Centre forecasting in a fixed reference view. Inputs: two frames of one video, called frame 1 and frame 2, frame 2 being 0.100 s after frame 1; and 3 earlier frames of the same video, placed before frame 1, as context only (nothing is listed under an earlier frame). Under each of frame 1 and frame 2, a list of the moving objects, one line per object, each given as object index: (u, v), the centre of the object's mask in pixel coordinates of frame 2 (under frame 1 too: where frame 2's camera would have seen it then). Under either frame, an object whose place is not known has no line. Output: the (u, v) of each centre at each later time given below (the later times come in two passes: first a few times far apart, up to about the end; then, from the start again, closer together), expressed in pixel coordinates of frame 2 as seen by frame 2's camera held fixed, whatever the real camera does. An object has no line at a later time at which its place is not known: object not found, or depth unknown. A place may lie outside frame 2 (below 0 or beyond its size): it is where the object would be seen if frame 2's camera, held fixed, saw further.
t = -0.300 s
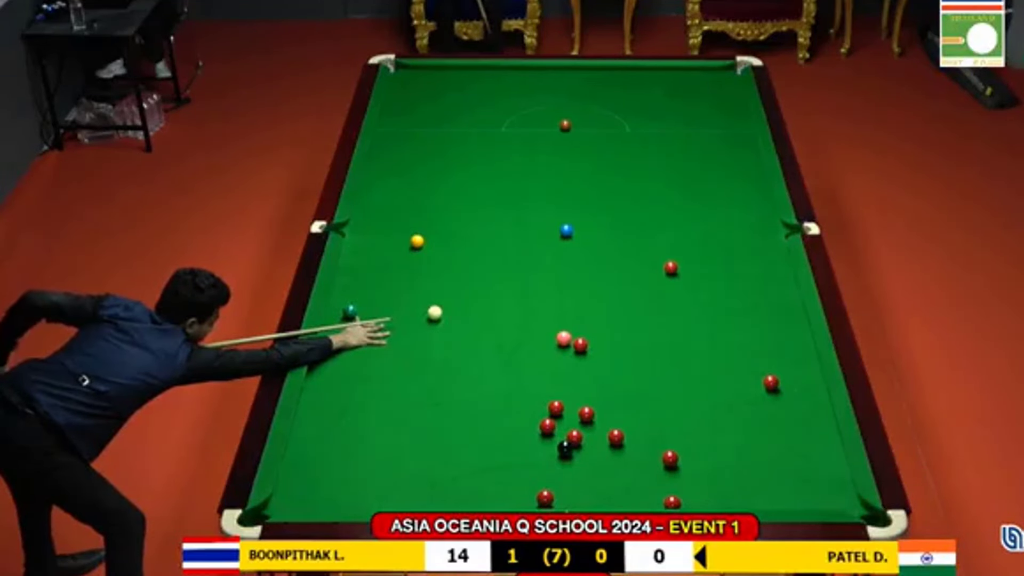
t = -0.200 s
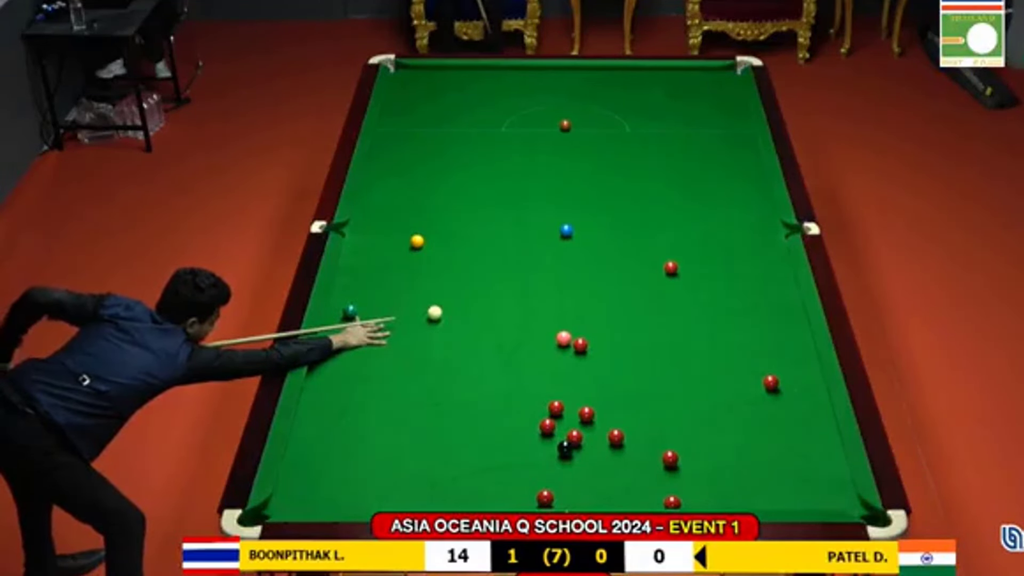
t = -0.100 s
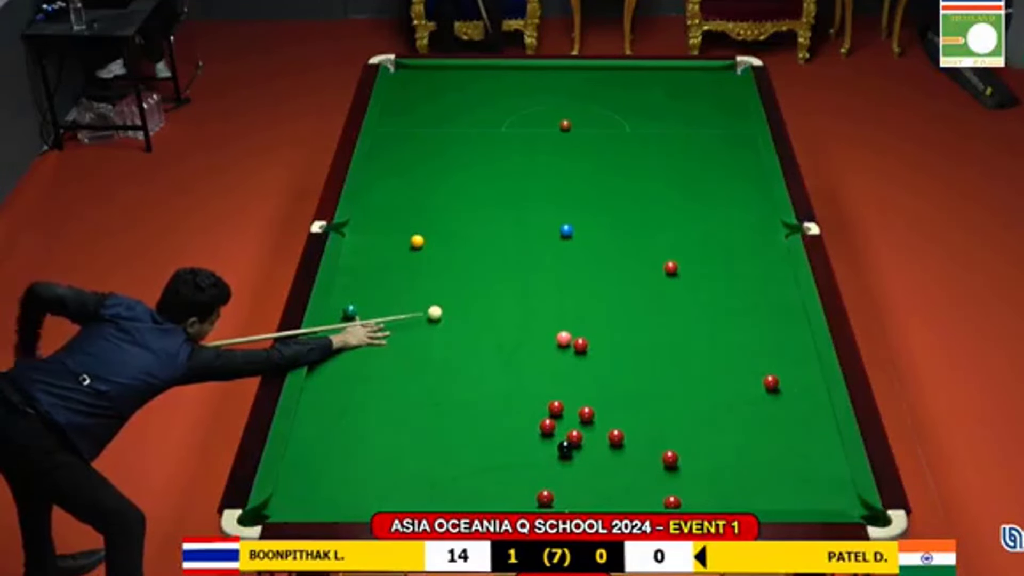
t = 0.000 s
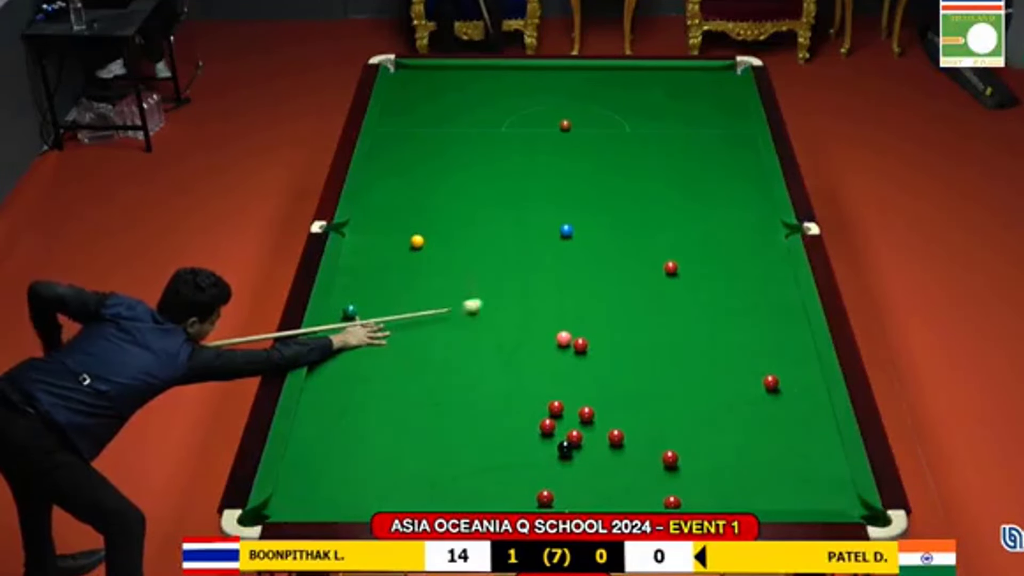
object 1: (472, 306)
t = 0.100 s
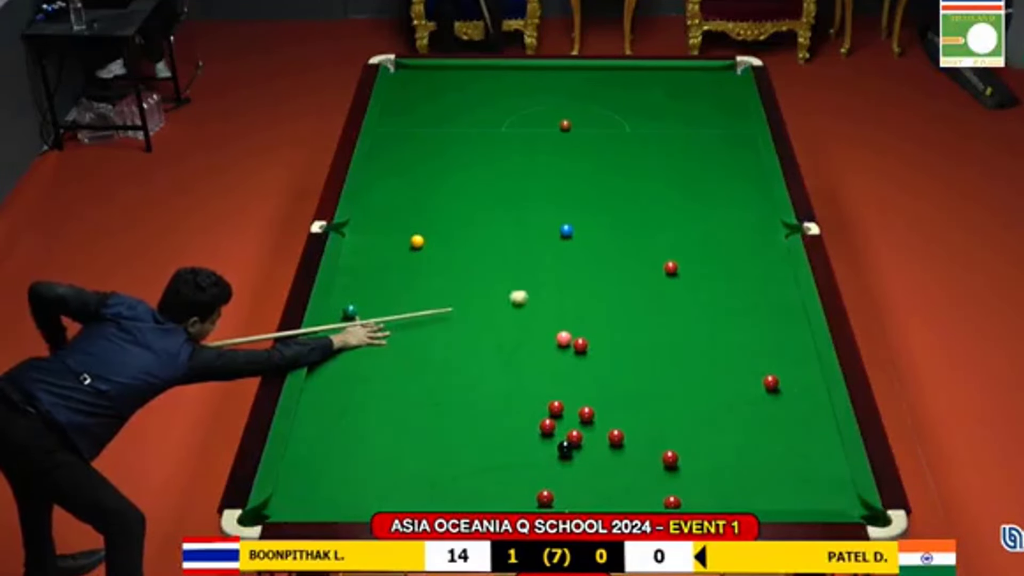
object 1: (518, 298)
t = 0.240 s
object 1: (575, 287)
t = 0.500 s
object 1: (662, 273)
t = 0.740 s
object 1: (688, 276)
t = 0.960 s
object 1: (716, 278)
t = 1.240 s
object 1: (750, 280)
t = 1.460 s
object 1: (775, 281)
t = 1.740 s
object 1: (782, 282)
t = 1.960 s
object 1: (768, 283)
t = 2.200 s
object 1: (754, 284)
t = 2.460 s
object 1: (740, 285)
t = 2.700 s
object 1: (729, 285)
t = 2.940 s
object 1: (719, 286)
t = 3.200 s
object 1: (709, 286)
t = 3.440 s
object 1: (702, 287)
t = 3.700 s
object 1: (695, 287)
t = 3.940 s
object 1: (690, 287)
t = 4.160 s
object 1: (687, 287)
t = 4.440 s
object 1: (684, 287)
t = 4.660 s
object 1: (683, 287)
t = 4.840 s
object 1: (683, 287)
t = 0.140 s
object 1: (535, 294)
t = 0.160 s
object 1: (543, 293)
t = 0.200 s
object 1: (559, 290)
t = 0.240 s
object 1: (575, 287)
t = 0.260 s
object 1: (583, 286)
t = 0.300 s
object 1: (598, 283)
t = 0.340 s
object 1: (613, 280)
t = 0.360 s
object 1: (621, 279)
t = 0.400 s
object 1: (636, 276)
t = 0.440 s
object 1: (651, 273)
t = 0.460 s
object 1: (657, 272)
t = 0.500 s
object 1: (662, 273)
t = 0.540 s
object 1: (665, 274)
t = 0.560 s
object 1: (667, 274)
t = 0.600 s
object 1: (671, 275)
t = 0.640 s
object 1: (675, 276)
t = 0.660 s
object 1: (678, 276)
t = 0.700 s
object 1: (683, 276)
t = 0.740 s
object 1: (688, 276)
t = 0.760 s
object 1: (691, 277)
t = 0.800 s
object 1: (696, 277)
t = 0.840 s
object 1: (701, 277)
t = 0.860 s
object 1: (703, 277)
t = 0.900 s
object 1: (708, 278)
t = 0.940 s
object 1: (713, 278)
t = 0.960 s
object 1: (716, 278)
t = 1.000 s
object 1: (721, 278)
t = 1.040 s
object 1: (726, 278)
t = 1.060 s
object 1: (728, 279)
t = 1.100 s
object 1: (733, 279)
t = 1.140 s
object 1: (738, 279)
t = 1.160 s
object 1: (740, 279)
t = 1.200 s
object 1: (745, 280)
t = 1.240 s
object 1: (750, 280)
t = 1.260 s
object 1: (752, 280)
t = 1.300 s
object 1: (756, 280)
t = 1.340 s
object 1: (761, 280)
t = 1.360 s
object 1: (763, 281)
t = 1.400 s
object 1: (768, 281)
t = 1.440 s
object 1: (772, 281)
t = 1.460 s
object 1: (775, 281)
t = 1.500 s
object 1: (779, 281)
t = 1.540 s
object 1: (784, 281)
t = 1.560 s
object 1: (786, 282)
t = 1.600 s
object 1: (790, 282)
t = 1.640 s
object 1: (788, 282)
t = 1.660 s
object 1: (787, 282)
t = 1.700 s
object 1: (784, 282)
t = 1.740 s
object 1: (782, 282)
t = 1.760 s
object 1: (780, 282)
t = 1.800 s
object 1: (778, 283)
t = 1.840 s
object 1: (775, 283)
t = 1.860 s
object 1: (774, 283)
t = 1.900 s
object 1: (771, 283)
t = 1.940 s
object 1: (769, 283)
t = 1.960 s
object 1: (768, 283)
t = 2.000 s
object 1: (765, 283)
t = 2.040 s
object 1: (763, 283)
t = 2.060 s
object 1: (762, 283)
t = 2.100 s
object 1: (759, 284)
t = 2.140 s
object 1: (757, 284)
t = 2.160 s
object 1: (756, 284)
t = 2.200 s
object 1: (754, 284)
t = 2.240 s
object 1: (752, 284)
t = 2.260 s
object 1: (751, 284)
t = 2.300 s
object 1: (748, 284)
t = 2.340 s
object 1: (746, 284)
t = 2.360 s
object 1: (745, 284)
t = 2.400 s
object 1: (743, 285)
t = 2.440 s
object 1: (741, 285)
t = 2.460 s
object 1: (740, 285)
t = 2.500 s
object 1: (738, 285)
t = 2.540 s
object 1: (736, 285)
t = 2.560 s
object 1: (735, 285)
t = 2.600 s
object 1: (733, 285)
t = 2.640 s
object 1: (732, 285)
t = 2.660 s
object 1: (731, 285)
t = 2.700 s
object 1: (729, 285)
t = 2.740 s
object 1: (727, 285)
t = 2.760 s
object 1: (726, 285)
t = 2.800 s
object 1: (725, 286)
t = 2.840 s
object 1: (723, 286)
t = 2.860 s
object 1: (722, 286)
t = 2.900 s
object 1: (721, 286)
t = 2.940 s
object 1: (719, 286)
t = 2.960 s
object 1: (718, 286)
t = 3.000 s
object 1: (717, 286)
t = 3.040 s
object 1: (715, 286)
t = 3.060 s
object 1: (714, 286)
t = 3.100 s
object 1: (713, 286)
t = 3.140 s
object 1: (712, 286)
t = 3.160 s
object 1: (711, 286)
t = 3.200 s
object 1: (709, 286)
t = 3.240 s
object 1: (708, 286)
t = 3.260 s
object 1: (707, 286)
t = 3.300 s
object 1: (706, 286)
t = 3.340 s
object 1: (705, 286)
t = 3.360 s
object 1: (704, 286)
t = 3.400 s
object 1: (703, 286)
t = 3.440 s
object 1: (702, 287)
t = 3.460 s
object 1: (701, 287)
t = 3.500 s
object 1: (700, 287)
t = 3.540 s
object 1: (699, 287)
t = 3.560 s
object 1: (698, 287)
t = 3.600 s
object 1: (697, 287)
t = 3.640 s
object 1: (696, 287)
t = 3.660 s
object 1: (696, 287)
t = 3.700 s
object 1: (695, 287)
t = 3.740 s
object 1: (694, 287)
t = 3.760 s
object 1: (694, 287)
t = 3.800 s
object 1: (693, 287)
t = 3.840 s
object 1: (692, 287)
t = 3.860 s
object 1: (692, 287)
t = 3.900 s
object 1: (691, 287)
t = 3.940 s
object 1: (690, 287)
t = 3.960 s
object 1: (690, 287)
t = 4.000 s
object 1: (689, 287)
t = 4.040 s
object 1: (689, 287)
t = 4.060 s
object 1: (688, 287)
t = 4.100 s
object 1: (688, 287)
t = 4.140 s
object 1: (687, 287)
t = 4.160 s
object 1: (687, 287)
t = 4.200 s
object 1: (686, 287)
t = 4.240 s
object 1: (686, 287)
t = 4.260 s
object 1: (686, 287)
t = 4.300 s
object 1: (685, 287)
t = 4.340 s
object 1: (685, 287)
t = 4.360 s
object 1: (685, 287)
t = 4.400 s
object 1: (684, 287)
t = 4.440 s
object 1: (684, 287)
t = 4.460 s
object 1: (684, 287)
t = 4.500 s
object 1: (684, 287)
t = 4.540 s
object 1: (684, 287)
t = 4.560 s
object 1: (684, 287)
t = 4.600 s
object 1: (684, 287)
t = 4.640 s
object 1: (683, 287)
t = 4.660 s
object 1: (683, 287)
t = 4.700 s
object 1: (683, 287)
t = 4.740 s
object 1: (683, 287)
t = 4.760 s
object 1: (683, 287)
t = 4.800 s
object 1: (683, 287)
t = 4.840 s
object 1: (683, 287)
